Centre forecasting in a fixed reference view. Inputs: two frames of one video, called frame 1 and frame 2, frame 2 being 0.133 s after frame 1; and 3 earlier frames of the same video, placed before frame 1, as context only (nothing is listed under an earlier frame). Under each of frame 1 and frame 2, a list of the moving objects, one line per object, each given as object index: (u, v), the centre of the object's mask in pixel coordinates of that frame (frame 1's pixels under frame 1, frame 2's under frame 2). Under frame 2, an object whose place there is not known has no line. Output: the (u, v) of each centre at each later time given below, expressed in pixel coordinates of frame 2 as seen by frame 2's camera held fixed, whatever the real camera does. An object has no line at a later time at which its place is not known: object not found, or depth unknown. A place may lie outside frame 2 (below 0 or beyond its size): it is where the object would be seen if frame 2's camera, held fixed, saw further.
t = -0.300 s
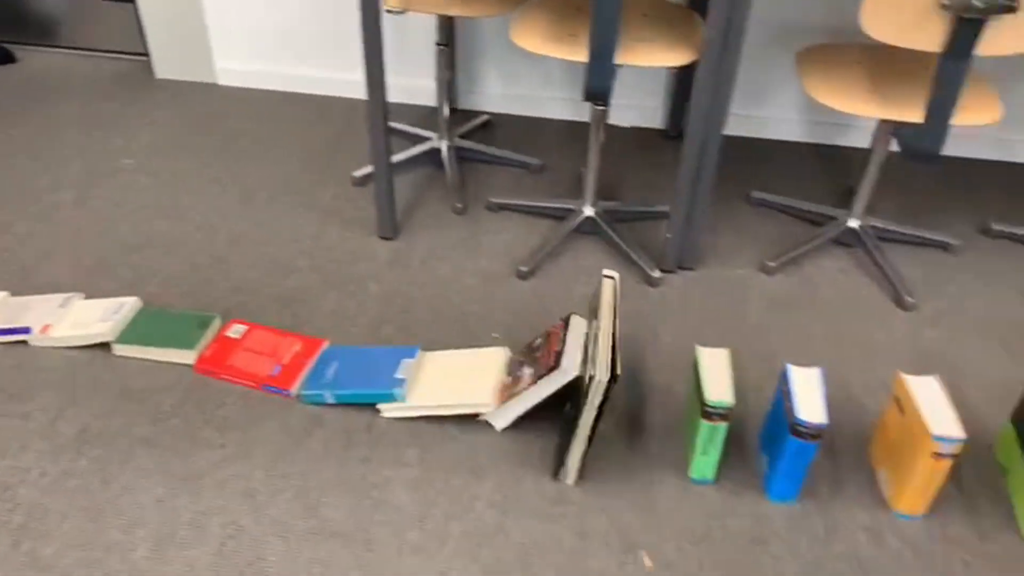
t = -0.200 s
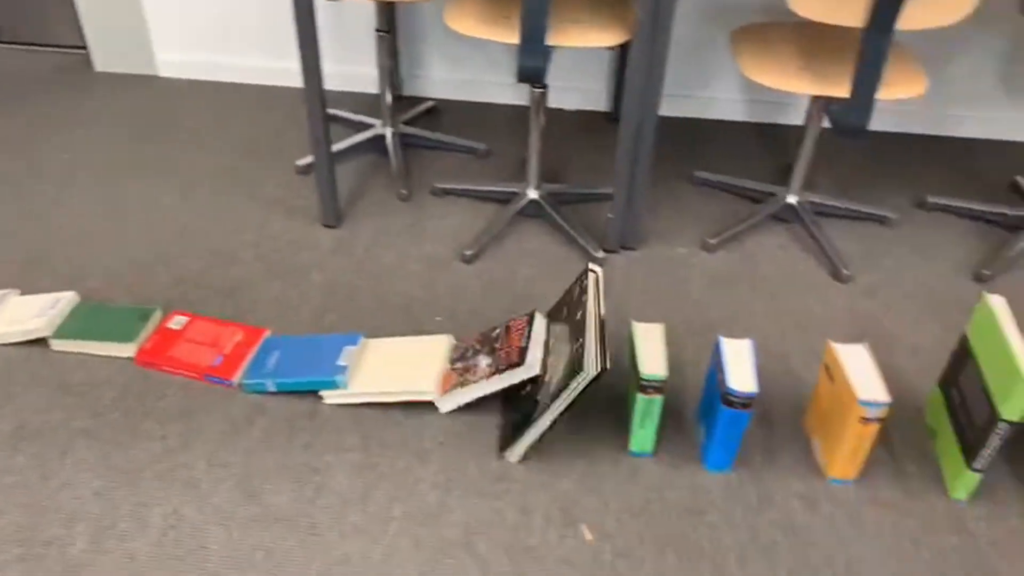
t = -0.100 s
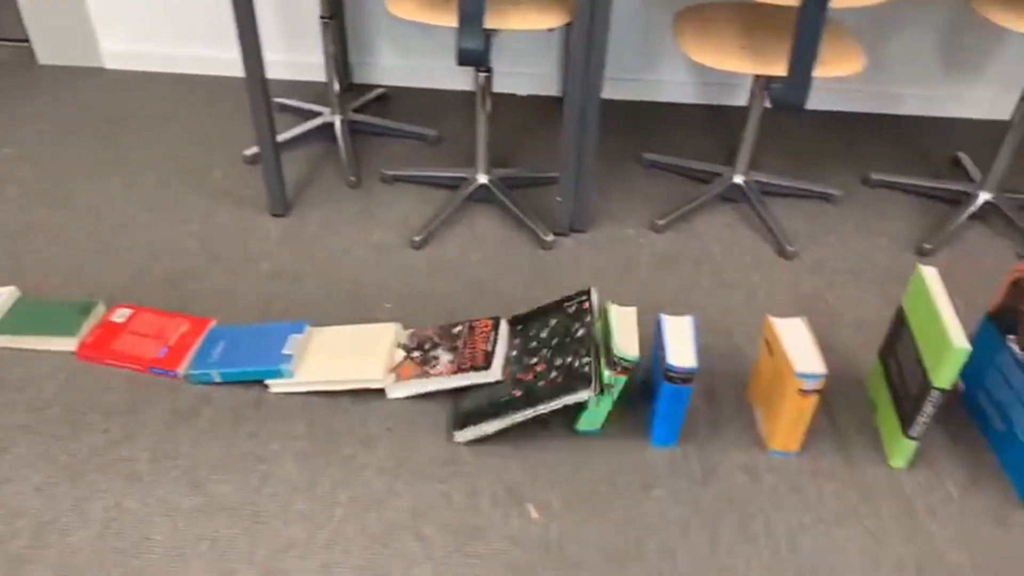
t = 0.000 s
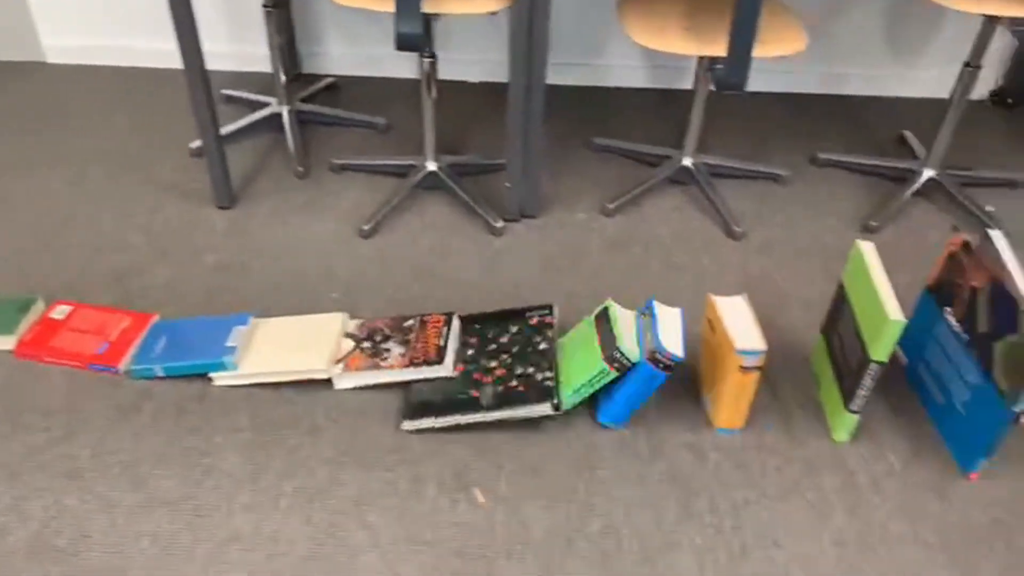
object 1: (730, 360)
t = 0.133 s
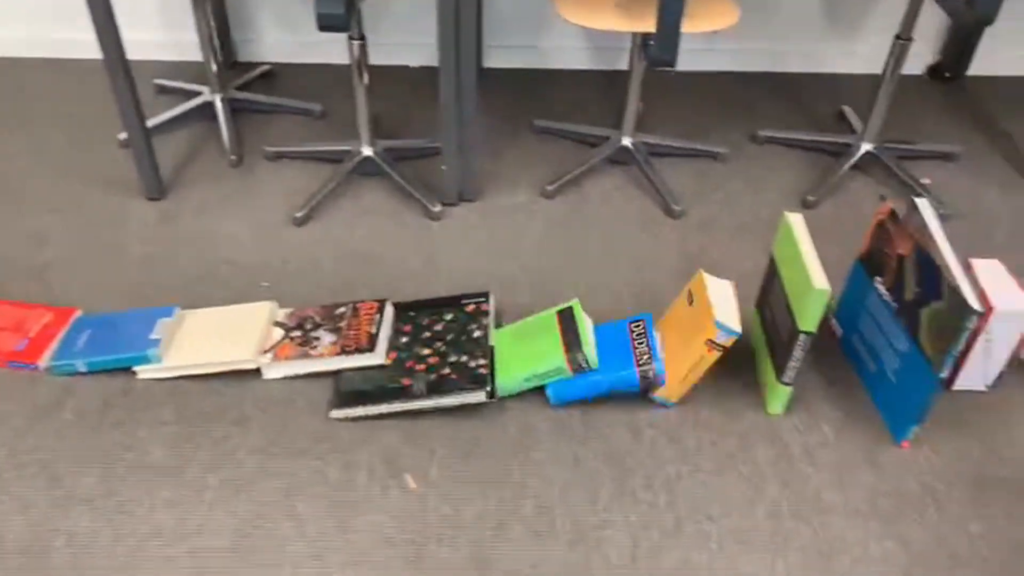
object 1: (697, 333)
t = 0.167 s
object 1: (709, 339)
